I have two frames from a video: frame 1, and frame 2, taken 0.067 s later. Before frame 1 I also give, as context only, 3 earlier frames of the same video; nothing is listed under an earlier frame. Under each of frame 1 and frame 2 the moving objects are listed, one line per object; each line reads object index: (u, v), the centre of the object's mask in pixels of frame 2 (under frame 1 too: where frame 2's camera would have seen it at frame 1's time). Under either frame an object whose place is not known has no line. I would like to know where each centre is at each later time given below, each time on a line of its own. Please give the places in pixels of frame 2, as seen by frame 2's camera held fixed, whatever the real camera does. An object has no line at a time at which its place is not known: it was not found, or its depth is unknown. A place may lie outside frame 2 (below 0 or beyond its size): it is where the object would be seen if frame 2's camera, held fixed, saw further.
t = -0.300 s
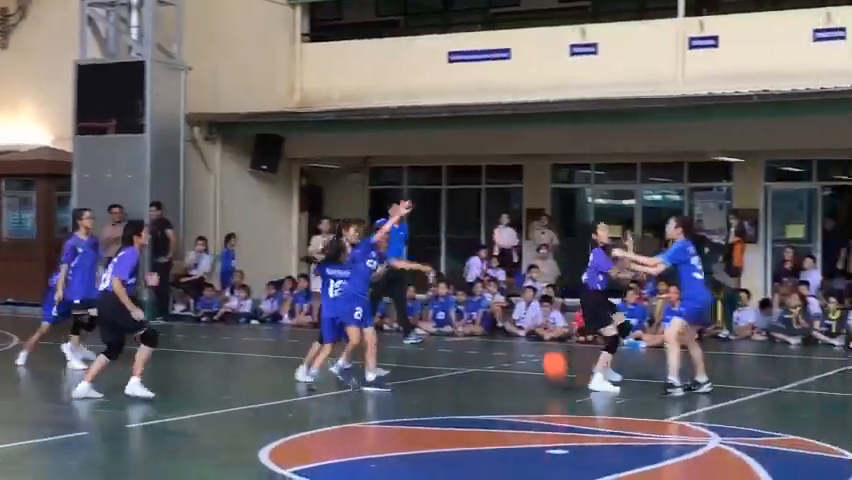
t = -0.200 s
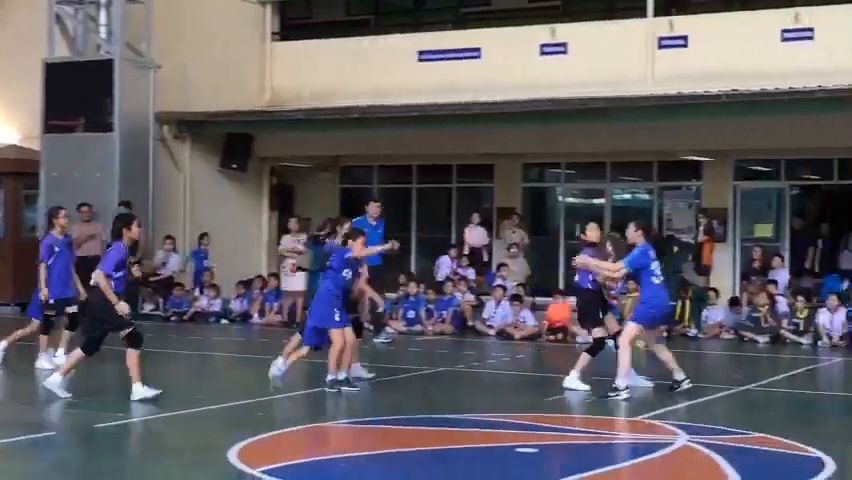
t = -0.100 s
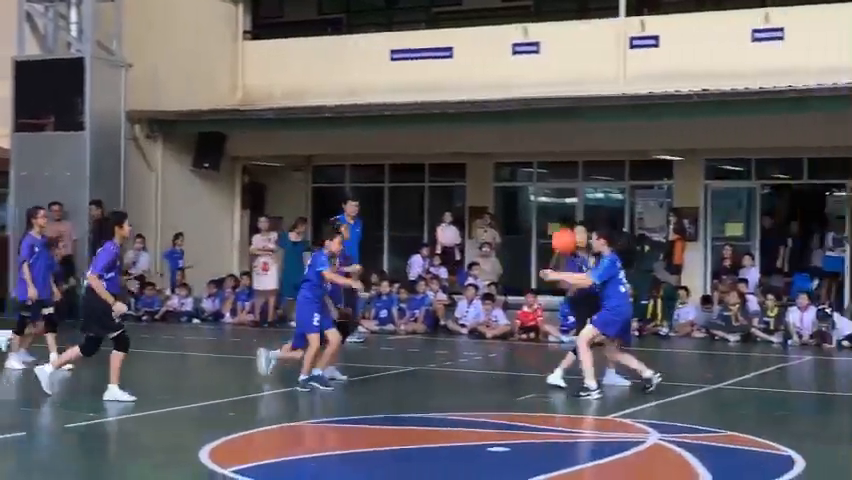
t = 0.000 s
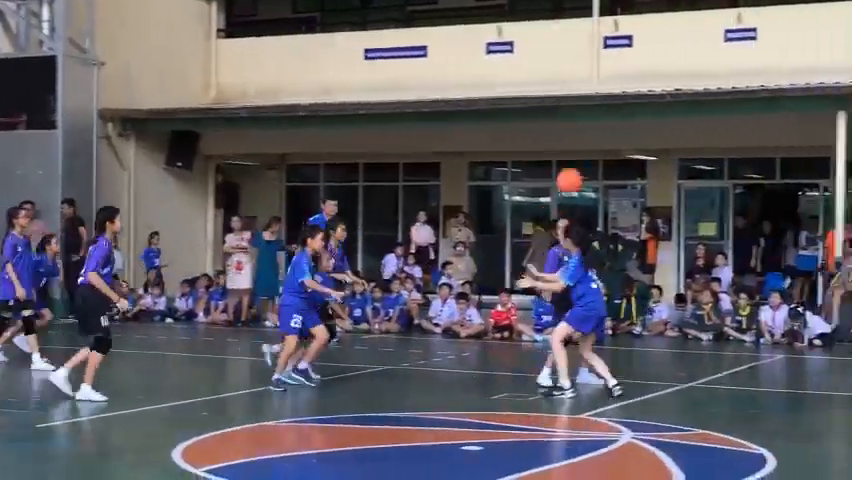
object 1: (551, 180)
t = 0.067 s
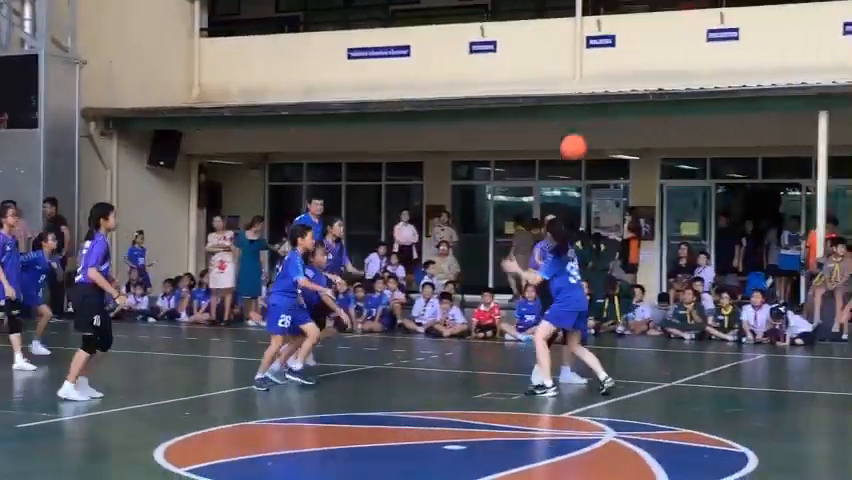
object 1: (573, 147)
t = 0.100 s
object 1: (584, 132)
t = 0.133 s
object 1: (596, 119)
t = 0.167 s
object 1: (606, 107)
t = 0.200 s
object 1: (617, 98)
